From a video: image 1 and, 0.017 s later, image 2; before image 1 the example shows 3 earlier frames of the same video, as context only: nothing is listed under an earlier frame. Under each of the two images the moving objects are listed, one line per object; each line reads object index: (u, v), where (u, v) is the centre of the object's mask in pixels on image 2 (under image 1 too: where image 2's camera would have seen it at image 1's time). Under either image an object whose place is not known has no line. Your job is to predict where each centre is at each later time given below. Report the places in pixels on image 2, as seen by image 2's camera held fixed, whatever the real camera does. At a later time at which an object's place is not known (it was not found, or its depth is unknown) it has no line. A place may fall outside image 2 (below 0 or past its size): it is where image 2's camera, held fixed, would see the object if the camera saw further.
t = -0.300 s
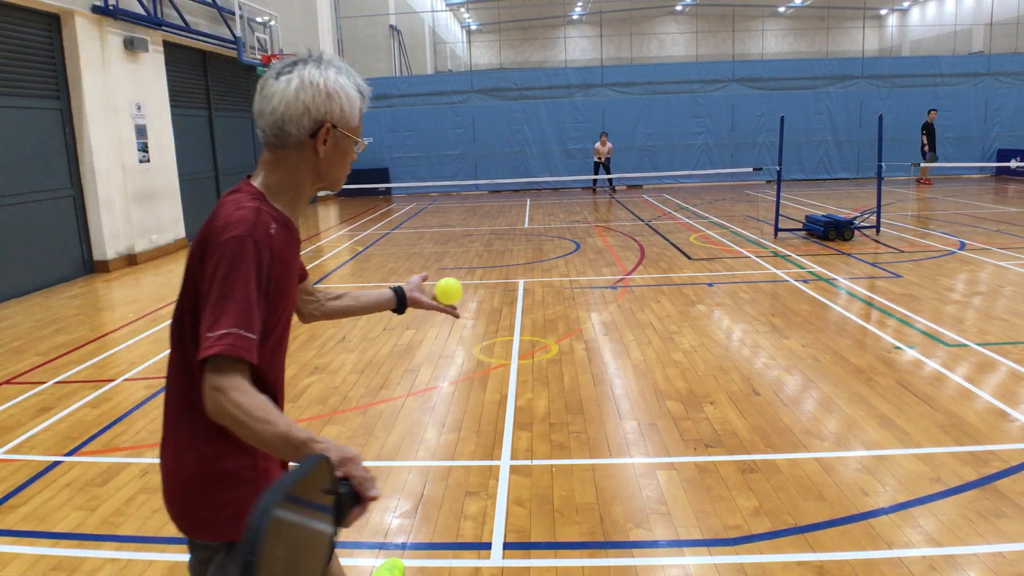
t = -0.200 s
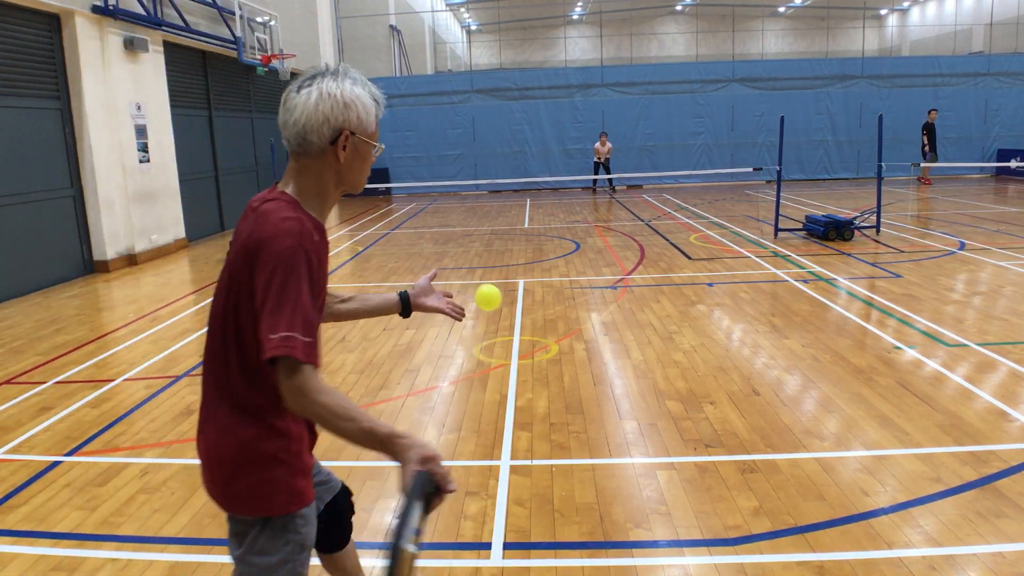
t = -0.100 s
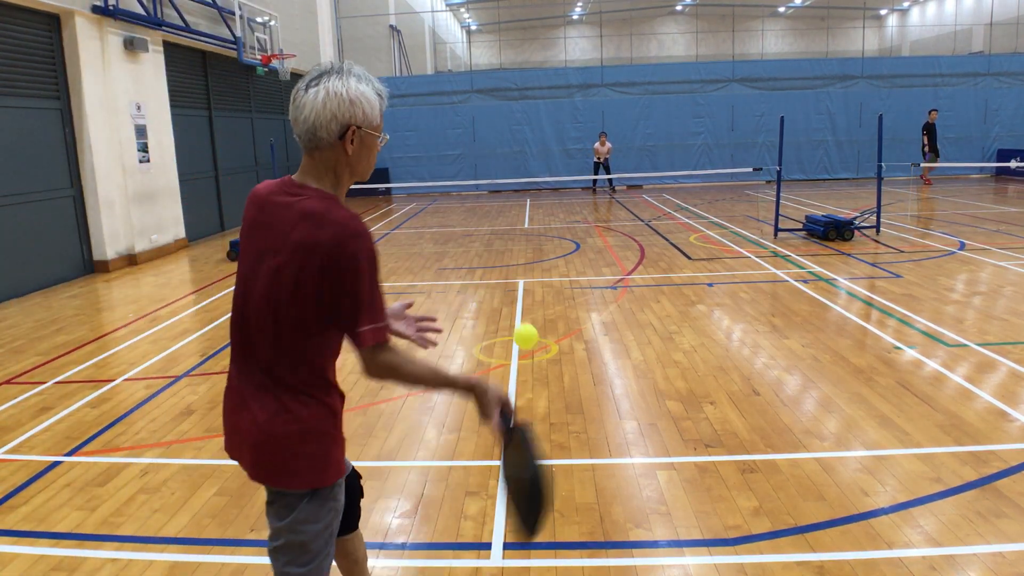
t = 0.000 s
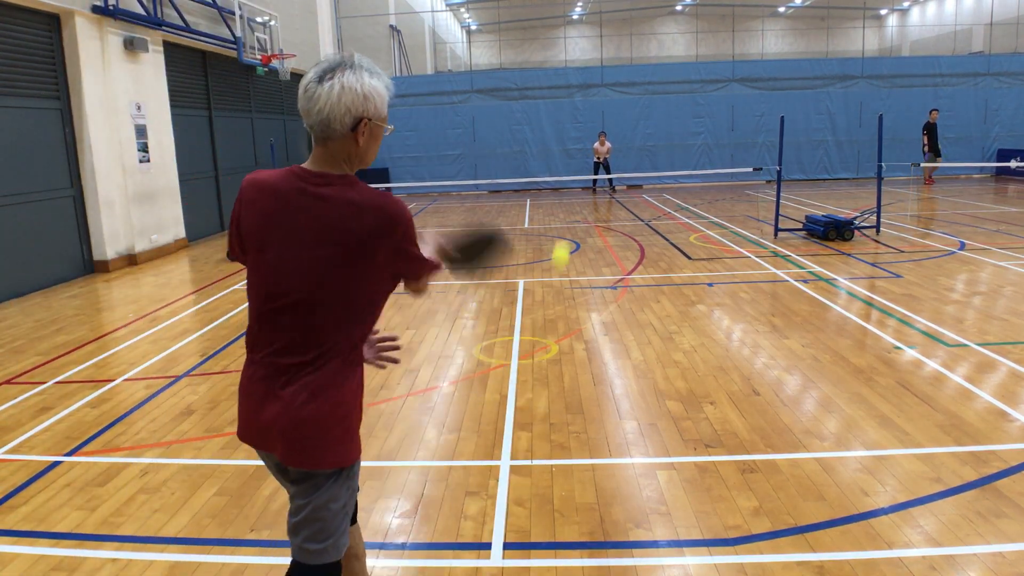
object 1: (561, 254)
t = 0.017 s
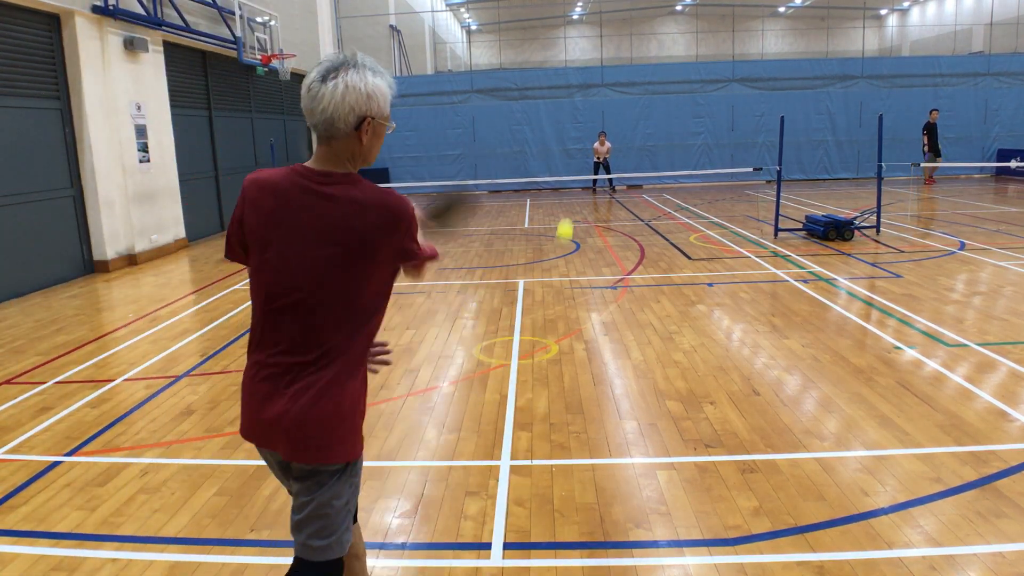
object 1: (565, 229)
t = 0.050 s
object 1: (571, 195)
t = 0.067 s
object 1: (574, 181)
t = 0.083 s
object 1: (576, 169)
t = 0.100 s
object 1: (578, 161)
